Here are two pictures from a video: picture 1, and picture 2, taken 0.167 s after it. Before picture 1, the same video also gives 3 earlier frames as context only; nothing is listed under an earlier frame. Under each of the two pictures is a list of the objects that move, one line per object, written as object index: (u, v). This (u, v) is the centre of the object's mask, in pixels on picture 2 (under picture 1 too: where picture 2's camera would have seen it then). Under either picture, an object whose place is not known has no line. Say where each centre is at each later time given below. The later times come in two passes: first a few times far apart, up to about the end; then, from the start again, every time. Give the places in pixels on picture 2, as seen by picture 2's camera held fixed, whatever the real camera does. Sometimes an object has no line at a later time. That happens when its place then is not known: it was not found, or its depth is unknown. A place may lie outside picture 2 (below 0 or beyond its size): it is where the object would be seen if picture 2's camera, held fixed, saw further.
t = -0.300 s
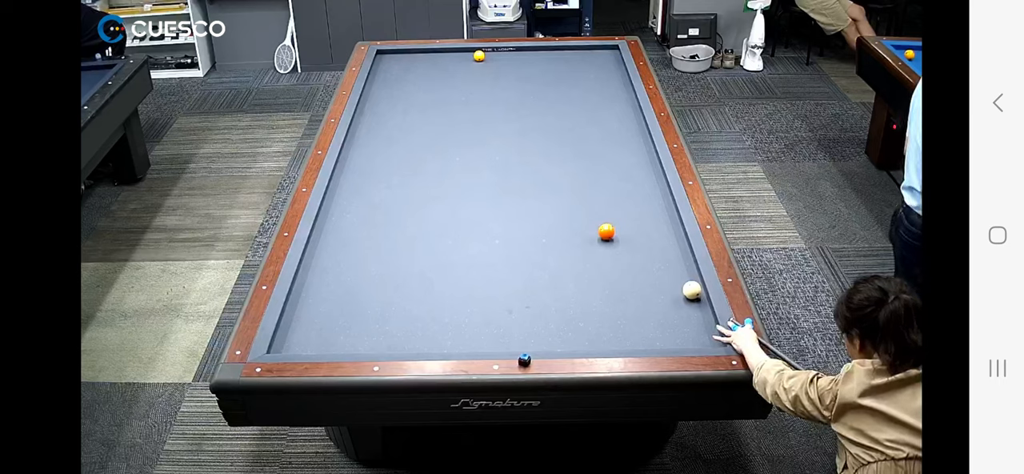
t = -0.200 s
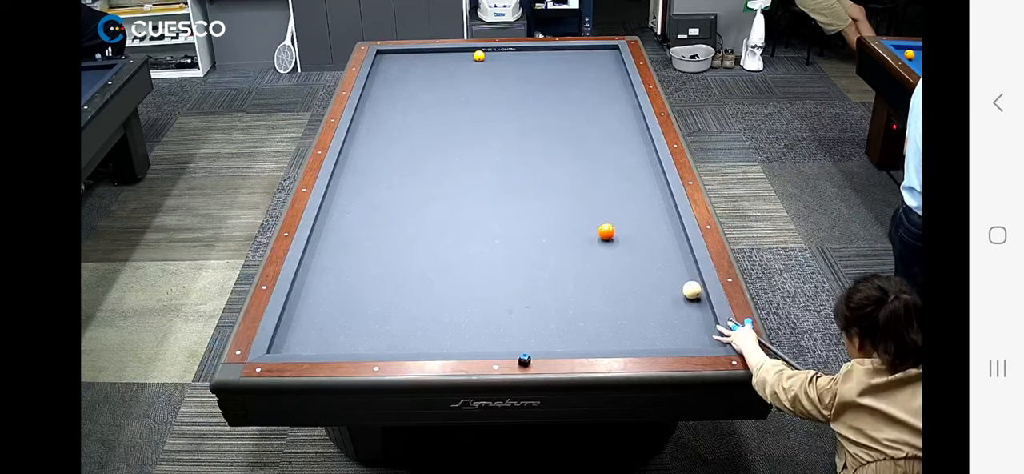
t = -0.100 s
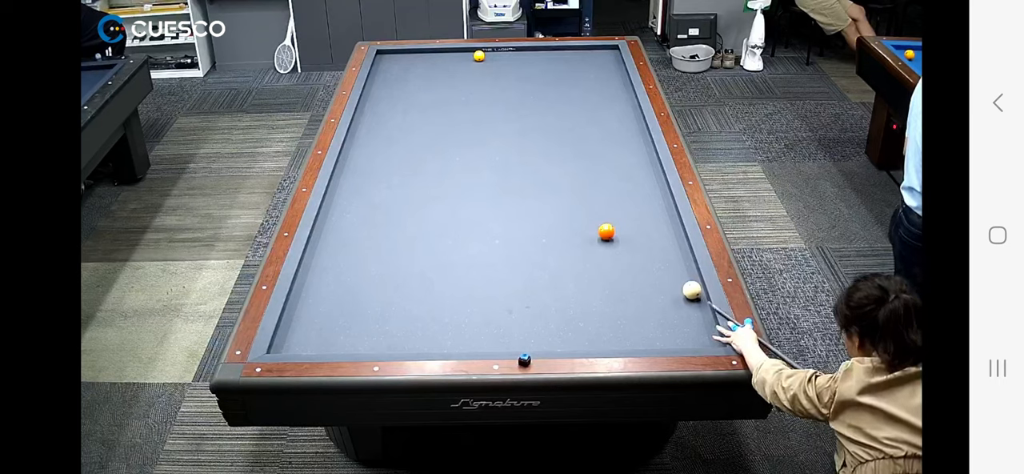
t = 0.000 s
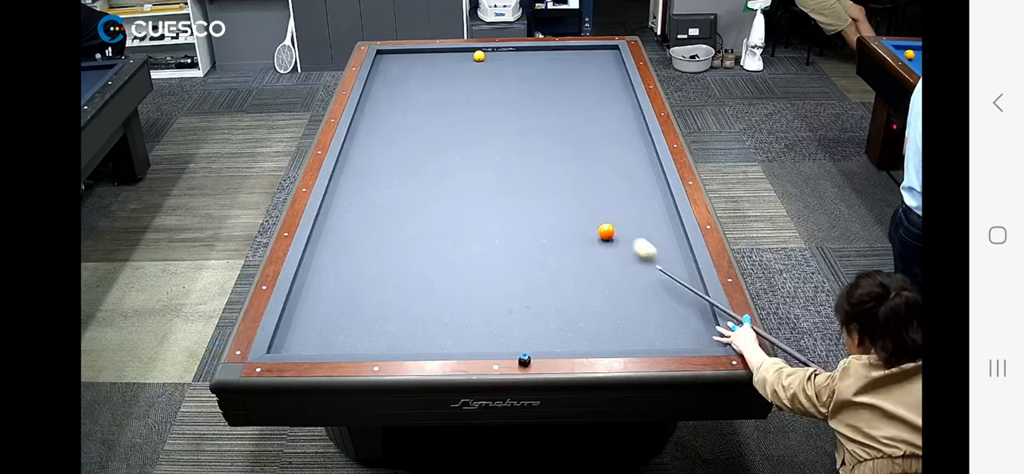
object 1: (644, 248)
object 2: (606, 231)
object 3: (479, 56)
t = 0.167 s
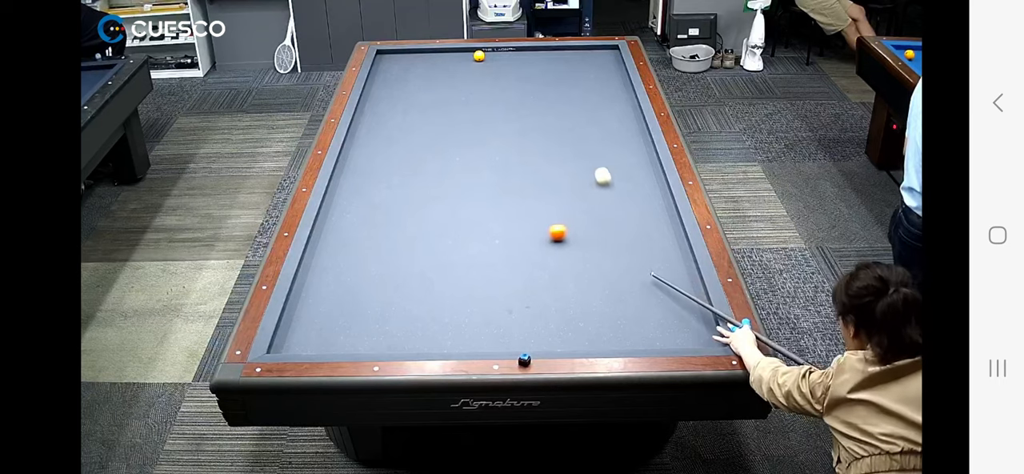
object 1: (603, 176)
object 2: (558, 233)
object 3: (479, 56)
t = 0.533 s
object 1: (549, 76)
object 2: (447, 234)
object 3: (479, 56)
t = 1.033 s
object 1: (468, 108)
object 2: (320, 237)
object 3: (479, 56)
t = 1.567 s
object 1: (338, 208)
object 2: (408, 234)
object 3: (479, 56)
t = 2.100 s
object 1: (362, 328)
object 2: (484, 231)
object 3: (479, 55)
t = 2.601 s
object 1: (469, 278)
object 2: (552, 229)
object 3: (479, 55)
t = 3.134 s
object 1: (565, 219)
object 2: (622, 226)
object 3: (479, 55)
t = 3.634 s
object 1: (638, 174)
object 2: (669, 224)
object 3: (479, 55)
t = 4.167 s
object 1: (611, 138)
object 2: (632, 224)
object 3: (479, 55)
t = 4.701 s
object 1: (565, 109)
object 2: (598, 224)
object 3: (479, 55)
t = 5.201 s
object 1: (528, 86)
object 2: (569, 224)
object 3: (479, 55)
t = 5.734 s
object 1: (494, 66)
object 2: (540, 224)
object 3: (479, 55)
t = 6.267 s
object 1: (478, 57)
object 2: (514, 224)
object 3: (468, 51)
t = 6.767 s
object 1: (471, 53)
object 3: (459, 56)
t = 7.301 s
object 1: (463, 50)
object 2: (472, 224)
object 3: (450, 63)
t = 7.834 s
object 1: (455, 51)
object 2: (453, 224)
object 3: (442, 69)
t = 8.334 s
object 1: (447, 52)
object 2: (438, 224)
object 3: (434, 73)
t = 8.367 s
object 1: (447, 52)
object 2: (438, 224)
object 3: (433, 74)
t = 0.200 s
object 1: (598, 164)
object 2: (546, 233)
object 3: (479, 56)
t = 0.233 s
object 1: (593, 153)
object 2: (535, 233)
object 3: (479, 56)
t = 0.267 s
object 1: (587, 143)
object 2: (524, 233)
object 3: (479, 56)
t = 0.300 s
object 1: (582, 133)
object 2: (514, 233)
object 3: (479, 56)
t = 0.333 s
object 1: (577, 124)
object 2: (504, 234)
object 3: (479, 56)
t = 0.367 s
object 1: (572, 115)
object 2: (495, 234)
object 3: (479, 56)
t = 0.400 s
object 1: (567, 107)
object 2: (485, 234)
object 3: (479, 56)
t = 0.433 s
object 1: (562, 98)
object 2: (476, 234)
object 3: (479, 56)
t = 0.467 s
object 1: (558, 91)
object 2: (466, 235)
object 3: (479, 56)
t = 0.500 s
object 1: (553, 83)
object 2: (457, 235)
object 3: (479, 56)
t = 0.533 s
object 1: (549, 76)
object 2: (447, 234)
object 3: (479, 56)
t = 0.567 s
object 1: (545, 69)
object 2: (438, 235)
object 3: (479, 56)
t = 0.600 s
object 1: (542, 62)
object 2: (428, 235)
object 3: (479, 56)
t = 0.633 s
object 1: (538, 56)
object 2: (419, 235)
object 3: (479, 56)
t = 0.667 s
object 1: (534, 49)
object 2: (409, 236)
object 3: (479, 56)
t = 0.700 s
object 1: (530, 51)
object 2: (400, 236)
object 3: (479, 56)
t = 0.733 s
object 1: (524, 57)
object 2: (391, 236)
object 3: (479, 56)
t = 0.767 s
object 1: (519, 62)
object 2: (381, 236)
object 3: (479, 56)
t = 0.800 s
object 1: (513, 68)
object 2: (372, 236)
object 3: (479, 56)
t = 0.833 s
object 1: (507, 73)
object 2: (363, 237)
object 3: (479, 56)
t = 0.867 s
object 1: (501, 79)
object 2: (354, 236)
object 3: (479, 56)
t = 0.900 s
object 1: (495, 85)
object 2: (344, 237)
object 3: (479, 56)
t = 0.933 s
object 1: (488, 91)
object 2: (335, 237)
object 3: (479, 56)
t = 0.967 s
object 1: (482, 96)
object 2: (326, 237)
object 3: (479, 56)
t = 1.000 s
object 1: (475, 103)
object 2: (317, 237)
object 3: (479, 56)
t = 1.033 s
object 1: (468, 108)
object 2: (320, 237)
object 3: (479, 56)
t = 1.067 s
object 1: (461, 114)
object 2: (328, 237)
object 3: (479, 56)
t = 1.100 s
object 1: (454, 120)
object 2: (335, 236)
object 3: (479, 56)
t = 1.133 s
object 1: (447, 126)
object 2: (341, 236)
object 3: (479, 56)
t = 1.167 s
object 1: (439, 132)
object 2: (347, 236)
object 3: (479, 56)
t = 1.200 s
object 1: (432, 138)
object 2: (353, 236)
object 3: (479, 56)
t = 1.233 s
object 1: (424, 144)
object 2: (358, 236)
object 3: (479, 56)
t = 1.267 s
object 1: (416, 150)
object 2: (363, 235)
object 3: (479, 56)
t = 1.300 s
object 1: (408, 156)
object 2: (368, 235)
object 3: (479, 56)
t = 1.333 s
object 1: (400, 163)
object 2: (373, 235)
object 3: (479, 56)
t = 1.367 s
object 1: (392, 169)
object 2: (378, 235)
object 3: (479, 56)
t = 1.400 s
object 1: (383, 175)
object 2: (383, 235)
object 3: (479, 56)
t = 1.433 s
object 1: (375, 181)
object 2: (388, 235)
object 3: (479, 56)
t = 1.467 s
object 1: (366, 187)
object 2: (393, 234)
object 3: (479, 56)
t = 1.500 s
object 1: (357, 194)
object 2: (398, 234)
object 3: (479, 56)
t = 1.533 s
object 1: (347, 201)
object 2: (403, 234)
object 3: (479, 56)
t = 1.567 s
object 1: (338, 208)
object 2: (408, 234)
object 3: (479, 56)
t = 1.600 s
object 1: (328, 215)
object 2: (413, 234)
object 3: (479, 56)
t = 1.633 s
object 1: (322, 222)
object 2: (418, 234)
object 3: (479, 56)
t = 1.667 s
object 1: (326, 228)
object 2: (422, 233)
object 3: (479, 56)
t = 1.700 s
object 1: (330, 235)
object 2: (427, 233)
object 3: (479, 56)
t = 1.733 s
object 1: (333, 241)
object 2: (432, 233)
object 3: (479, 56)
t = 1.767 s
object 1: (336, 248)
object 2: (437, 233)
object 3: (479, 56)
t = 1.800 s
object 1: (339, 255)
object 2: (441, 233)
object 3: (479, 56)
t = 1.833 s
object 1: (341, 262)
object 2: (446, 232)
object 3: (479, 56)
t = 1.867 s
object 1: (343, 270)
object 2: (451, 232)
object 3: (479, 56)
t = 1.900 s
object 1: (346, 277)
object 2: (456, 232)
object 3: (479, 56)
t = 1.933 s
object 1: (348, 285)
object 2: (460, 232)
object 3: (479, 56)
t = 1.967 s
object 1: (351, 294)
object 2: (465, 232)
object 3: (479, 56)
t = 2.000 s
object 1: (353, 302)
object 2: (470, 231)
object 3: (479, 56)
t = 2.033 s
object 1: (356, 310)
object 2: (474, 231)
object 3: (479, 56)
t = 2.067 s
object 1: (359, 319)
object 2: (479, 231)
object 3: (479, 55)
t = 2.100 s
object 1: (362, 328)
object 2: (484, 231)
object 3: (479, 55)
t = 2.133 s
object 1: (365, 337)
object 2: (489, 231)
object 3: (479, 56)
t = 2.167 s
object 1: (368, 344)
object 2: (494, 231)
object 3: (479, 55)
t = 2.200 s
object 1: (376, 343)
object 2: (498, 230)
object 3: (479, 55)
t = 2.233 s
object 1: (385, 336)
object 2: (502, 230)
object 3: (479, 55)
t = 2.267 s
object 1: (394, 329)
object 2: (507, 230)
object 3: (479, 55)
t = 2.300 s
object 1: (402, 322)
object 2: (512, 230)
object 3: (479, 55)
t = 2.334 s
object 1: (410, 316)
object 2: (516, 230)
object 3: (479, 55)
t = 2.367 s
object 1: (418, 310)
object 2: (521, 230)
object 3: (479, 55)
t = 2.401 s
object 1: (426, 305)
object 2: (525, 230)
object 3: (479, 55)
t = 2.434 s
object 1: (434, 299)
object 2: (530, 230)
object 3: (479, 55)
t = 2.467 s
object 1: (441, 295)
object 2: (535, 229)
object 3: (479, 55)
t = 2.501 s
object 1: (448, 290)
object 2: (539, 229)
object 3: (479, 55)
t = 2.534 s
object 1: (455, 286)
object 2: (544, 229)
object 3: (479, 55)
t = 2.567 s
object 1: (462, 282)
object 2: (548, 229)
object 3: (479, 55)
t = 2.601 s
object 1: (469, 278)
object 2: (552, 229)
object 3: (479, 55)
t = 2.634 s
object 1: (475, 274)
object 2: (557, 229)
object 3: (479, 55)
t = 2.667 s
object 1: (482, 270)
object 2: (561, 228)
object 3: (479, 55)
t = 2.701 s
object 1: (489, 266)
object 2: (566, 228)
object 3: (479, 55)
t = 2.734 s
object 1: (495, 262)
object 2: (570, 228)
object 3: (479, 55)
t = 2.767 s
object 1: (501, 258)
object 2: (575, 228)
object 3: (479, 55)
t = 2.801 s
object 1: (508, 254)
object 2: (579, 228)
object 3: (479, 55)
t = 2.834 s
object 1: (514, 250)
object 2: (583, 228)
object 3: (479, 55)
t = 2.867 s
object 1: (520, 247)
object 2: (588, 227)
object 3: (479, 55)
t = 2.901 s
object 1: (526, 243)
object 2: (593, 227)
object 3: (479, 55)
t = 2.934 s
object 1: (532, 239)
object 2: (597, 227)
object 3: (479, 55)
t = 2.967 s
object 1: (537, 236)
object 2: (601, 227)
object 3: (479, 55)
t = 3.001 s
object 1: (543, 232)
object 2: (605, 227)
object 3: (479, 55)
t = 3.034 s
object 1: (549, 229)
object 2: (610, 227)
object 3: (479, 55)
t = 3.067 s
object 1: (555, 225)
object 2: (614, 226)
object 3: (479, 55)
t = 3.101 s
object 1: (560, 222)
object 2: (618, 226)
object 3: (479, 55)
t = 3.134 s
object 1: (565, 219)
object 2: (622, 226)
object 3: (479, 55)
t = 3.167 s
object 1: (571, 215)
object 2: (627, 226)
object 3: (479, 55)
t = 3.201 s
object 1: (576, 212)
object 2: (631, 226)
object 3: (479, 55)
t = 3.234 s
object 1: (581, 209)
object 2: (635, 226)
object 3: (479, 55)
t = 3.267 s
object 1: (586, 206)
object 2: (640, 226)
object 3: (479, 55)
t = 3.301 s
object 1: (591, 203)
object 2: (644, 226)
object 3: (479, 55)
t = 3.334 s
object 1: (596, 200)
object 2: (648, 226)
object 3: (479, 55)
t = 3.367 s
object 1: (601, 197)
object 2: (652, 225)
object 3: (479, 55)
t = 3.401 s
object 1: (606, 194)
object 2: (656, 225)
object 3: (479, 55)
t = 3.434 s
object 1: (611, 191)
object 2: (660, 225)
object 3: (479, 55)
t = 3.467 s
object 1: (615, 188)
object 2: (665, 225)
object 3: (479, 55)
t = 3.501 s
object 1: (620, 185)
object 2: (669, 225)
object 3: (479, 55)
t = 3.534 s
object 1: (625, 182)
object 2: (673, 224)
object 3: (479, 55)
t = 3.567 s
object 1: (629, 179)
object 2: (674, 224)
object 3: (479, 55)
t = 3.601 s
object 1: (633, 177)
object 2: (671, 224)
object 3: (479, 55)
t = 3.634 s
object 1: (638, 174)
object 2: (669, 224)
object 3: (479, 55)
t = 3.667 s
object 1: (642, 171)
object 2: (666, 224)
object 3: (479, 55)
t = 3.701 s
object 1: (646, 169)
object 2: (664, 224)
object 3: (479, 55)
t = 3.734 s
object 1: (651, 166)
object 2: (661, 224)
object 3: (479, 55)
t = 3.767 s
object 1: (654, 164)
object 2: (659, 224)
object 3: (479, 55)
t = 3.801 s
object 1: (650, 161)
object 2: (657, 224)
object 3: (479, 55)
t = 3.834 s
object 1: (645, 159)
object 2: (655, 224)
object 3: (479, 55)
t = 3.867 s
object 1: (641, 157)
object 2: (652, 224)
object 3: (479, 55)
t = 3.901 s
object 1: (638, 155)
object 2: (650, 224)
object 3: (479, 55)
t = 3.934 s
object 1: (634, 152)
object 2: (648, 224)
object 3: (479, 55)
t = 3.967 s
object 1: (631, 150)
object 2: (645, 224)
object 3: (479, 55)
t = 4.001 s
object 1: (628, 148)
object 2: (643, 224)
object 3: (479, 55)
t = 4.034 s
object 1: (624, 146)
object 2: (641, 224)
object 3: (479, 55)
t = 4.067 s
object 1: (621, 144)
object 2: (639, 224)
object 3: (479, 55)
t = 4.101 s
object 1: (618, 142)
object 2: (637, 224)
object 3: (479, 55)
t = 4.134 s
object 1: (615, 140)
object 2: (634, 224)
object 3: (479, 55)
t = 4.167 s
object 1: (611, 138)
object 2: (632, 224)
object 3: (479, 55)
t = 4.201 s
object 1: (608, 136)
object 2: (630, 224)
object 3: (479, 55)
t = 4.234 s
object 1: (605, 134)
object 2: (628, 224)
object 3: (479, 55)
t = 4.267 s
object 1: (602, 132)
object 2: (626, 224)
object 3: (479, 55)
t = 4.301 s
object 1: (599, 130)
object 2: (623, 224)
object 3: (479, 55)
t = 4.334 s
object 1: (596, 129)
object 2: (621, 224)
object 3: (479, 55)
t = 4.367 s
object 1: (593, 127)
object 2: (619, 224)
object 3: (479, 55)
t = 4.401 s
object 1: (590, 125)
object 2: (617, 224)
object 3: (479, 55)
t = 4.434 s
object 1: (587, 123)
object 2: (615, 224)
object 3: (479, 55)
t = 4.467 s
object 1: (584, 121)
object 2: (613, 224)
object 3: (479, 55)
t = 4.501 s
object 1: (581, 120)
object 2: (611, 224)
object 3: (479, 55)
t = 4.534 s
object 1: (578, 118)
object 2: (609, 224)
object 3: (479, 55)
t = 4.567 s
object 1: (576, 116)
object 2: (606, 224)
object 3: (479, 56)
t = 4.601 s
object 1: (573, 114)
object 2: (605, 224)
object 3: (479, 55)
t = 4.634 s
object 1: (570, 113)
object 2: (602, 224)
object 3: (479, 56)
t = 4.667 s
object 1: (568, 111)
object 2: (600, 224)
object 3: (479, 56)
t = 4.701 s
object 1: (565, 109)
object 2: (598, 224)
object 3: (479, 55)
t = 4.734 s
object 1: (562, 108)
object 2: (596, 224)
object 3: (479, 55)
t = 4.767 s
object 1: (560, 106)
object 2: (594, 224)
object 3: (479, 56)
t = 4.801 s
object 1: (557, 105)
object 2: (592, 224)
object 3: (479, 55)
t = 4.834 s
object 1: (555, 103)
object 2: (590, 224)
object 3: (479, 56)
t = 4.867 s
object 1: (552, 101)
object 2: (588, 224)
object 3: (479, 55)
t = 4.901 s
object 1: (550, 100)
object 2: (586, 224)
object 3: (479, 56)
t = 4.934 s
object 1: (547, 98)
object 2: (584, 224)
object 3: (479, 56)
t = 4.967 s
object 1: (545, 97)
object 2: (582, 224)
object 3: (479, 56)
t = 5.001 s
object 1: (542, 95)
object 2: (580, 224)
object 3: (479, 56)
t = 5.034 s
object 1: (540, 94)
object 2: (578, 224)
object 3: (479, 56)
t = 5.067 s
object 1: (537, 92)
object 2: (577, 224)
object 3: (479, 56)
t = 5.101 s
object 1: (535, 91)
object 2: (575, 224)
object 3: (479, 56)
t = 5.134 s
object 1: (532, 89)
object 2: (573, 224)
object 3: (479, 56)
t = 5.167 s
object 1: (530, 88)
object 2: (571, 224)
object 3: (479, 55)
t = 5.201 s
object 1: (528, 86)
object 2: (569, 224)
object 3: (479, 55)
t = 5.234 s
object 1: (526, 85)
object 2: (567, 224)
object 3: (479, 56)
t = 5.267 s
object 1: (523, 83)
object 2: (565, 224)
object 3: (479, 55)
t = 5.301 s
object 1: (521, 82)
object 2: (564, 224)
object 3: (479, 56)
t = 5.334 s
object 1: (519, 81)
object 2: (561, 224)
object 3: (479, 56)
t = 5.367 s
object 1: (517, 79)
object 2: (560, 224)
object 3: (479, 56)
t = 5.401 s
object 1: (515, 78)
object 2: (558, 224)
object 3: (479, 56)
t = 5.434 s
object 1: (513, 77)
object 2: (556, 224)
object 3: (479, 56)
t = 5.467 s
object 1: (510, 75)
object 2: (554, 224)
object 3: (479, 56)
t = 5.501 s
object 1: (508, 74)
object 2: (552, 224)
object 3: (479, 56)
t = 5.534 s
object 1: (506, 73)
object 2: (551, 224)
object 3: (479, 55)
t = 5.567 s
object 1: (504, 72)
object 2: (549, 224)
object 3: (479, 55)
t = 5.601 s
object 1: (502, 70)
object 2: (547, 224)
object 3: (479, 55)
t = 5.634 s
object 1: (500, 69)
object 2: (545, 224)
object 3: (479, 55)
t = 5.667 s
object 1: (498, 68)
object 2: (544, 224)
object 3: (479, 55)
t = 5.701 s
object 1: (496, 67)
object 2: (542, 224)
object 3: (479, 55)
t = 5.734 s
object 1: (494, 66)
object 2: (540, 224)
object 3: (479, 55)
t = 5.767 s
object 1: (492, 64)
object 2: (539, 224)
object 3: (479, 55)
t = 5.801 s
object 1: (490, 63)
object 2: (537, 224)
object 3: (479, 55)
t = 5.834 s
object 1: (489, 62)
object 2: (535, 224)
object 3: (479, 55)
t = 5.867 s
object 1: (487, 61)
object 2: (534, 224)
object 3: (478, 55)
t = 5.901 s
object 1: (485, 60)
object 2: (532, 224)
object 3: (478, 55)
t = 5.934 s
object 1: (484, 59)
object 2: (530, 224)
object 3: (477, 54)
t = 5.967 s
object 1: (484, 59)
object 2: (529, 224)
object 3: (476, 53)
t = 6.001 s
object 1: (483, 59)
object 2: (527, 224)
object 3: (475, 52)
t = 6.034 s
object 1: (483, 58)
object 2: (525, 224)
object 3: (474, 52)
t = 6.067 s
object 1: (482, 58)
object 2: (524, 224)
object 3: (473, 51)
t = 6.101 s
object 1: (481, 58)
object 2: (522, 224)
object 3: (472, 51)
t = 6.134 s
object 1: (481, 58)
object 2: (520, 224)
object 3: (471, 50)
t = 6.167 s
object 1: (480, 57)
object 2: (519, 224)
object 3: (470, 49)
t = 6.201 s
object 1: (479, 57)
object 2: (517, 224)
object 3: (469, 49)
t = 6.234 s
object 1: (479, 57)
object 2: (516, 224)
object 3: (468, 50)
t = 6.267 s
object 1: (478, 57)
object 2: (514, 224)
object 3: (468, 51)
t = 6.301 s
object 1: (478, 56)
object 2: (513, 224)
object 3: (467, 51)
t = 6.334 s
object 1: (477, 56)
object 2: (511, 224)
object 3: (467, 51)
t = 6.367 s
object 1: (477, 56)
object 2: (510, 224)
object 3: (466, 52)
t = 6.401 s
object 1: (476, 56)
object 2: (508, 223)
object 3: (465, 52)
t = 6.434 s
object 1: (476, 55)
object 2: (507, 224)
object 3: (465, 52)
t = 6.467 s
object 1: (475, 55)
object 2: (506, 223)
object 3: (464, 53)
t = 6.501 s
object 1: (475, 55)
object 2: (504, 224)
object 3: (464, 53)
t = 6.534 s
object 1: (474, 55)
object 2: (503, 223)
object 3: (463, 53)
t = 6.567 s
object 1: (474, 54)
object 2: (501, 223)
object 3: (463, 54)
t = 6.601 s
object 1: (473, 54)
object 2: (500, 223)
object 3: (462, 54)
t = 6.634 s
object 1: (473, 54)
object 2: (498, 224)
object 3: (461, 55)
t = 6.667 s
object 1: (472, 54)
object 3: (461, 55)
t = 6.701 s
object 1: (472, 54)
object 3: (460, 55)
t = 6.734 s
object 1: (471, 53)
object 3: (460, 56)
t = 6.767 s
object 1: (471, 53)
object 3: (459, 56)
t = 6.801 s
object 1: (470, 53)
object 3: (459, 57)
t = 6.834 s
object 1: (470, 53)
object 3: (458, 57)
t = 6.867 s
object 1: (469, 53)
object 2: (489, 223)
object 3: (458, 58)
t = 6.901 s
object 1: (469, 52)
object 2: (487, 224)
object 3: (457, 58)
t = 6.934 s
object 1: (468, 52)
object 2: (486, 224)
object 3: (456, 58)
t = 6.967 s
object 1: (468, 52)
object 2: (484, 224)
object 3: (456, 59)
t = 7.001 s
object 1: (468, 52)
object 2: (483, 224)
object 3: (455, 59)
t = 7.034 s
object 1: (467, 52)
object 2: (482, 224)
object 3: (455, 60)
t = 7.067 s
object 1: (467, 52)
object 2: (480, 224)
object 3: (454, 60)
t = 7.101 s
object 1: (466, 51)
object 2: (479, 224)
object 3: (454, 61)
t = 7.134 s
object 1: (466, 51)
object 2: (478, 224)
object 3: (453, 61)
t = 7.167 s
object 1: (465, 51)
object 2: (477, 224)
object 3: (453, 61)
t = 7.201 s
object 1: (465, 51)
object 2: (475, 224)
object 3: (452, 62)
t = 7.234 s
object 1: (464, 51)
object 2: (474, 224)
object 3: (451, 62)
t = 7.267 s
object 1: (464, 50)
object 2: (473, 224)
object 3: (451, 62)
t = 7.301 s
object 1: (463, 50)
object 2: (472, 224)
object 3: (450, 63)
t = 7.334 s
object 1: (463, 50)
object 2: (471, 224)
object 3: (450, 63)
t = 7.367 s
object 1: (463, 50)
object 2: (469, 224)
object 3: (449, 64)
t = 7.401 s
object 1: (462, 50)
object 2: (468, 224)
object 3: (449, 64)
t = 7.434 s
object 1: (462, 50)
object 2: (467, 224)
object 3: (448, 65)
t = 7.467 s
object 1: (461, 50)
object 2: (466, 224)
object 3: (447, 65)
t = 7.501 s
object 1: (460, 50)
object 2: (464, 224)
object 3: (447, 65)
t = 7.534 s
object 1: (460, 50)
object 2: (464, 223)
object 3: (446, 65)
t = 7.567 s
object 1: (459, 50)
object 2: (462, 224)
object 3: (446, 66)
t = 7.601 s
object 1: (459, 50)
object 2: (461, 224)
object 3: (445, 66)
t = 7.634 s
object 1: (458, 50)
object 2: (460, 223)
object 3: (445, 66)
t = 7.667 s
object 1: (457, 50)
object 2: (459, 224)
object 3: (444, 67)
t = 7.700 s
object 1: (457, 50)
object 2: (457, 224)
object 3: (444, 67)
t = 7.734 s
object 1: (456, 50)
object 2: (456, 224)
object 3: (443, 68)
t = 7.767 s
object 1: (456, 51)
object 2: (455, 224)
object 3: (443, 68)
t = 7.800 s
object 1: (455, 51)
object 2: (454, 224)
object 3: (442, 68)
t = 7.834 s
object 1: (455, 51)
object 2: (453, 224)
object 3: (442, 69)
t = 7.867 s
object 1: (454, 51)
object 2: (452, 224)
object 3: (441, 69)
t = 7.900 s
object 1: (454, 51)
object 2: (451, 224)
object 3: (441, 70)
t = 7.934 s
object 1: (453, 51)
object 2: (450, 224)
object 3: (440, 70)
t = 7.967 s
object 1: (453, 51)
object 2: (449, 224)
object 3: (440, 70)
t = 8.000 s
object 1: (452, 51)
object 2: (448, 224)
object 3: (439, 70)
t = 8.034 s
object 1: (452, 51)
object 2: (447, 224)
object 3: (439, 71)
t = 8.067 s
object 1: (451, 52)
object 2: (446, 224)
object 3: (438, 71)
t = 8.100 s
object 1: (450, 51)
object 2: (445, 224)
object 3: (438, 71)
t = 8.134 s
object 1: (450, 52)
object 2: (444, 224)
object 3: (437, 72)
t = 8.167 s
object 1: (450, 52)
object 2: (443, 224)
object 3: (436, 72)
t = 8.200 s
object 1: (449, 52)
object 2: (442, 224)
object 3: (436, 72)
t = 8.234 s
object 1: (448, 52)
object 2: (441, 224)
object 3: (435, 73)
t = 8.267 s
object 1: (448, 52)
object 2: (440, 224)
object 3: (435, 73)
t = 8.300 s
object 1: (448, 52)
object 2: (439, 224)
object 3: (434, 73)
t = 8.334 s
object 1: (447, 52)
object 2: (438, 224)
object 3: (434, 73)
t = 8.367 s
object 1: (447, 52)
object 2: (438, 224)
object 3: (433, 74)
